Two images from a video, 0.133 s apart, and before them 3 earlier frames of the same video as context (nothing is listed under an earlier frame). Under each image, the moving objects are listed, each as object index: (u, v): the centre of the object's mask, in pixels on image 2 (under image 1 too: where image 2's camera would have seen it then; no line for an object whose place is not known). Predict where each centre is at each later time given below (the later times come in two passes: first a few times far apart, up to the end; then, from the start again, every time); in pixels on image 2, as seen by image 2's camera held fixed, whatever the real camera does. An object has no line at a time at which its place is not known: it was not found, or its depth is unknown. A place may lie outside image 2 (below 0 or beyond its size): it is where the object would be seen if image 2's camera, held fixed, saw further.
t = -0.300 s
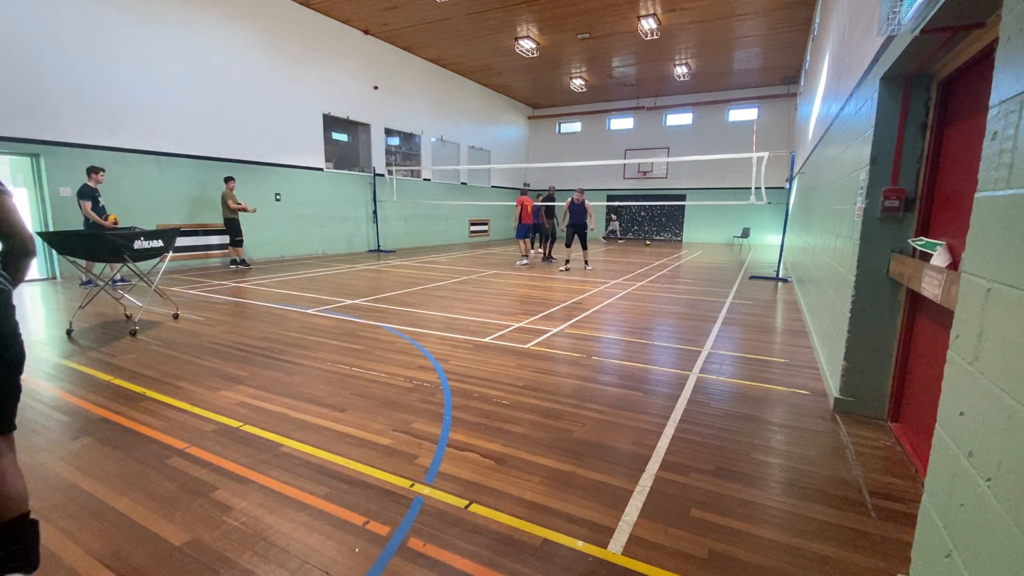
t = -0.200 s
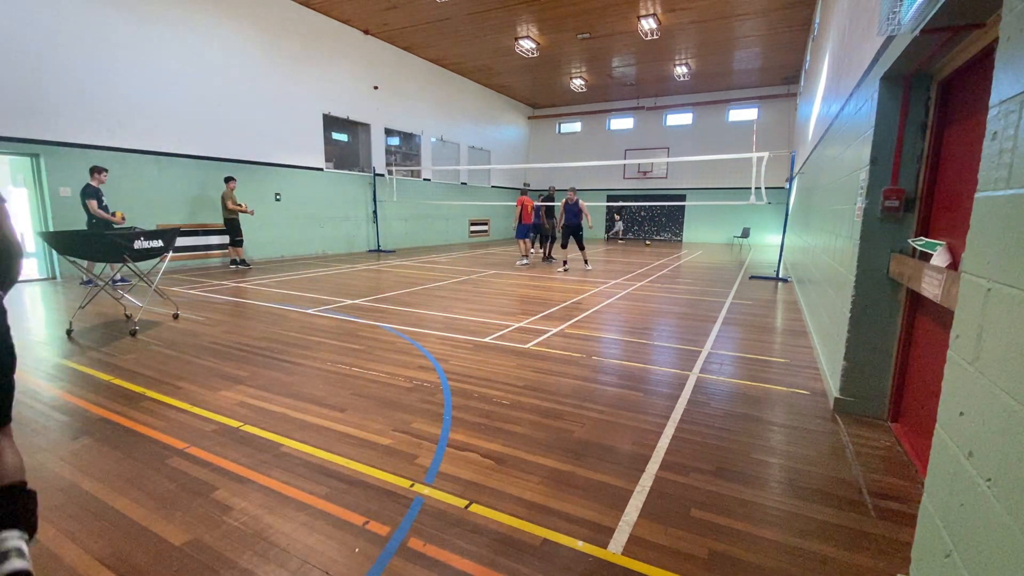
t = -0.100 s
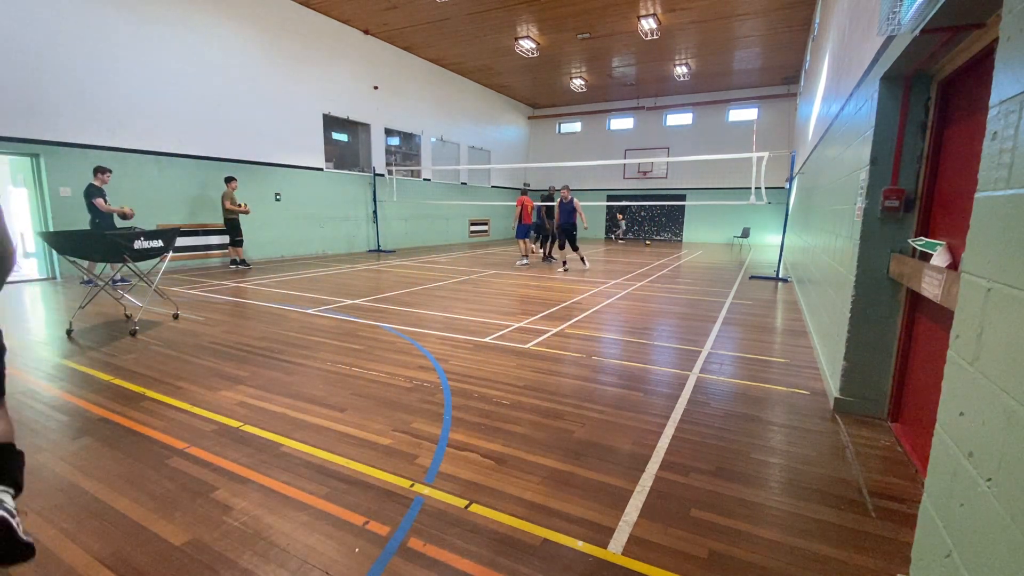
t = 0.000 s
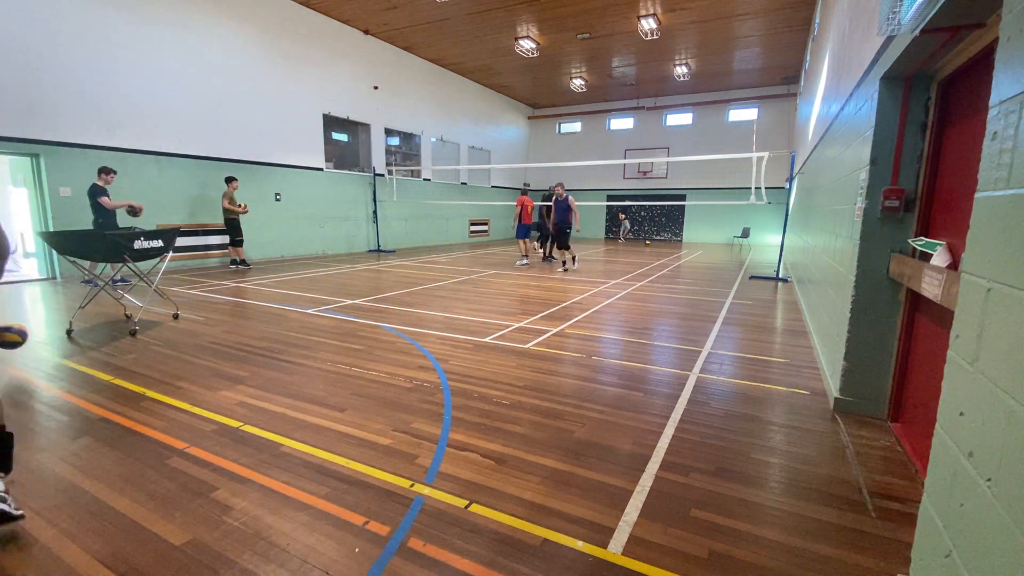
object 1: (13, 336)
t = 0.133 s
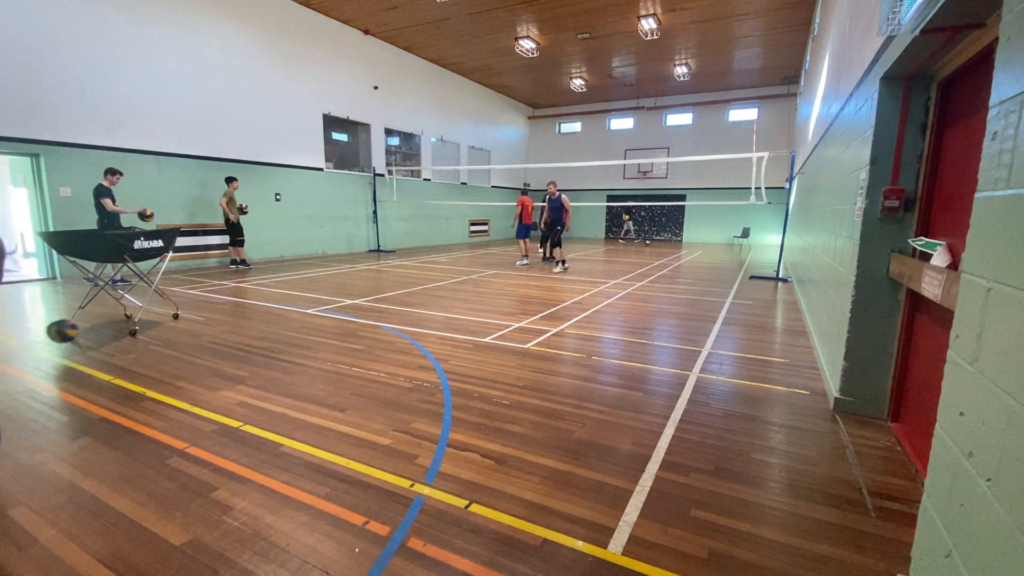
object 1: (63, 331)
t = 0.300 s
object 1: (113, 313)
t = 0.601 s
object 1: (188, 315)
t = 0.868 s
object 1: (245, 306)
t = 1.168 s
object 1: (302, 304)
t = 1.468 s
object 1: (353, 303)
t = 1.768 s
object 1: (397, 303)
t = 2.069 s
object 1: (436, 300)
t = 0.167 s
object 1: (73, 325)
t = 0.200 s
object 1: (83, 320)
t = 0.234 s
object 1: (93, 316)
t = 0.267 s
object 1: (104, 314)
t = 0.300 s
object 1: (113, 313)
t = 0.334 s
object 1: (124, 312)
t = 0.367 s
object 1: (134, 313)
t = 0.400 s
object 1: (141, 312)
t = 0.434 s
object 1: (149, 310)
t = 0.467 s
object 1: (157, 309)
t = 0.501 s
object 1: (166, 309)
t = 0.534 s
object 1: (173, 310)
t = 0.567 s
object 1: (180, 312)
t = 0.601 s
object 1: (188, 315)
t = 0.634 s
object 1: (196, 319)
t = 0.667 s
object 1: (204, 322)
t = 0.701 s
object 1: (211, 317)
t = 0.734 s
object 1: (217, 312)
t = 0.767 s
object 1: (225, 309)
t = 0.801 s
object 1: (231, 308)
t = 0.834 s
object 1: (238, 307)
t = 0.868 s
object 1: (245, 306)
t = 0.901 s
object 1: (252, 307)
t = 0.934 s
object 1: (259, 309)
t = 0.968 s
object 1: (266, 313)
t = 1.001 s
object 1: (273, 316)
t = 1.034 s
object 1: (279, 312)
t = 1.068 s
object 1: (284, 308)
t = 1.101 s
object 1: (290, 306)
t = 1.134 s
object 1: (296, 304)
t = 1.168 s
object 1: (302, 304)
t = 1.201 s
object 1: (308, 304)
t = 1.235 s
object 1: (314, 306)
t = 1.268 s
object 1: (320, 308)
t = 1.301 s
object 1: (325, 311)
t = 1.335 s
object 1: (332, 307)
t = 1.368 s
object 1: (337, 305)
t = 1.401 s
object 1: (342, 304)
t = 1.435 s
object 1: (347, 303)
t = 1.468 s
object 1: (353, 303)
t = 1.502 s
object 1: (358, 305)
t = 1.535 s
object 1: (363, 307)
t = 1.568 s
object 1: (368, 305)
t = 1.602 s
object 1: (373, 304)
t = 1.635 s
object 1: (378, 302)
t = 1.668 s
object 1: (383, 302)
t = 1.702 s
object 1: (388, 303)
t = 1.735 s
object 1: (392, 304)
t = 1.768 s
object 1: (397, 303)
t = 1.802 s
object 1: (401, 301)
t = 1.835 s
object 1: (406, 301)
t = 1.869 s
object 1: (410, 301)
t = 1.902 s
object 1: (414, 301)
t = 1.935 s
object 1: (419, 301)
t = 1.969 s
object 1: (423, 300)
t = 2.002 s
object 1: (427, 299)
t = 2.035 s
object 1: (432, 299)
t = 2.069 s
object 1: (436, 300)
